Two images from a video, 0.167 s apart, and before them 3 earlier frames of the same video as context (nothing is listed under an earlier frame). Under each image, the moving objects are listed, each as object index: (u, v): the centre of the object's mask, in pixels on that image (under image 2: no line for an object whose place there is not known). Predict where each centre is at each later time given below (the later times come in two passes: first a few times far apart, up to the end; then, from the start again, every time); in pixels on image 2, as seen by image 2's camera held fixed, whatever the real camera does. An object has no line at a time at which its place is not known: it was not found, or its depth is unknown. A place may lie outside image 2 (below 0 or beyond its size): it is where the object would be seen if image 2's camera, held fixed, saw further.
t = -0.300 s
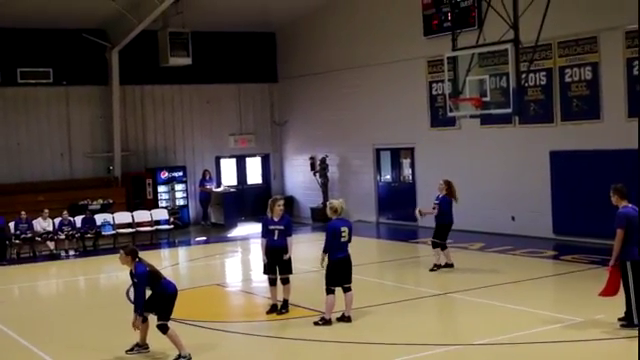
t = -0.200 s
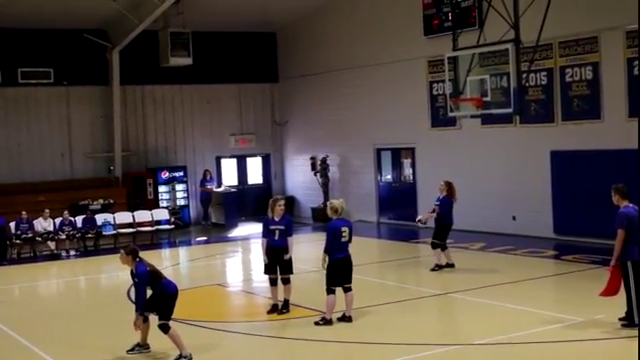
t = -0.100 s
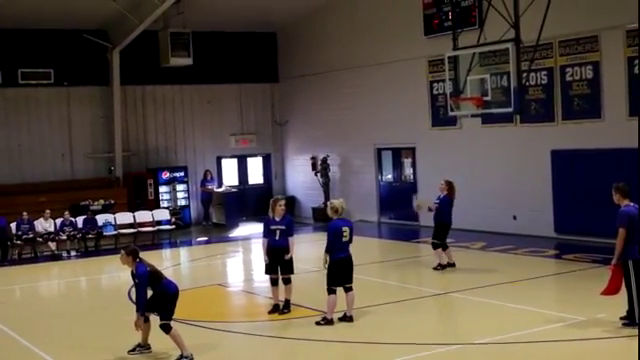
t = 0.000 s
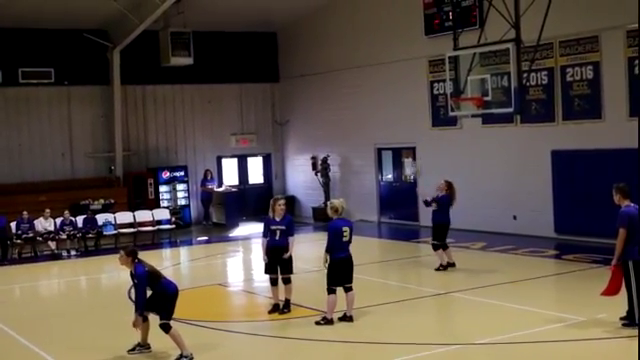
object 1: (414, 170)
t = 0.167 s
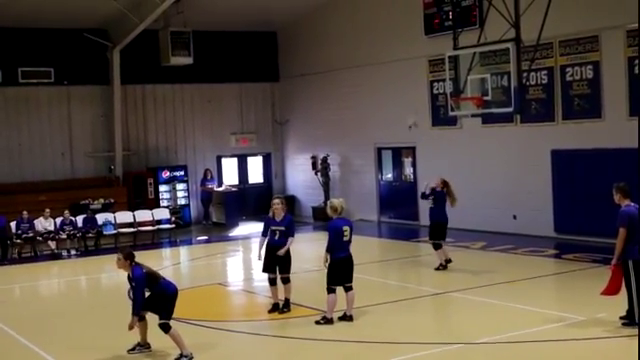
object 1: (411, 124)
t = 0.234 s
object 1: (411, 111)
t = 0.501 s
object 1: (408, 82)
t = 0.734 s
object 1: (407, 88)
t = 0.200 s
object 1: (412, 117)
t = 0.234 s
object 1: (411, 111)
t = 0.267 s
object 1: (411, 106)
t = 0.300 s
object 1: (410, 100)
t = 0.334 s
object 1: (410, 95)
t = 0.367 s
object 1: (410, 91)
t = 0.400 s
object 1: (409, 88)
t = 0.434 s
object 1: (409, 86)
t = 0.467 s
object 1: (409, 83)
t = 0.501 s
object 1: (408, 82)
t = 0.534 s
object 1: (408, 81)
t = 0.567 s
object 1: (407, 81)
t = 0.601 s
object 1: (407, 81)
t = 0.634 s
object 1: (408, 82)
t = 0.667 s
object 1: (407, 83)
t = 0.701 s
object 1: (407, 85)
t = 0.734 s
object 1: (407, 88)
